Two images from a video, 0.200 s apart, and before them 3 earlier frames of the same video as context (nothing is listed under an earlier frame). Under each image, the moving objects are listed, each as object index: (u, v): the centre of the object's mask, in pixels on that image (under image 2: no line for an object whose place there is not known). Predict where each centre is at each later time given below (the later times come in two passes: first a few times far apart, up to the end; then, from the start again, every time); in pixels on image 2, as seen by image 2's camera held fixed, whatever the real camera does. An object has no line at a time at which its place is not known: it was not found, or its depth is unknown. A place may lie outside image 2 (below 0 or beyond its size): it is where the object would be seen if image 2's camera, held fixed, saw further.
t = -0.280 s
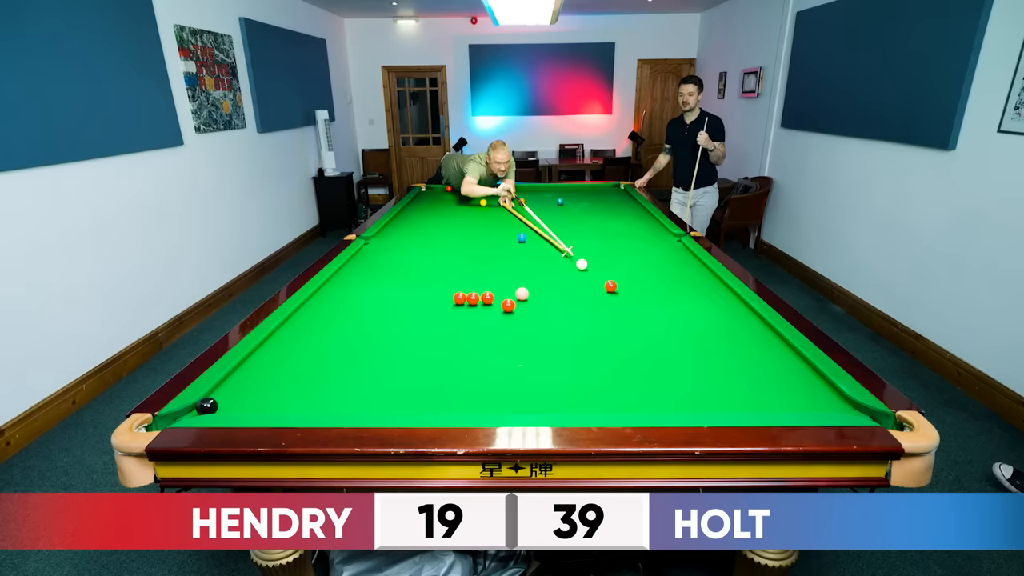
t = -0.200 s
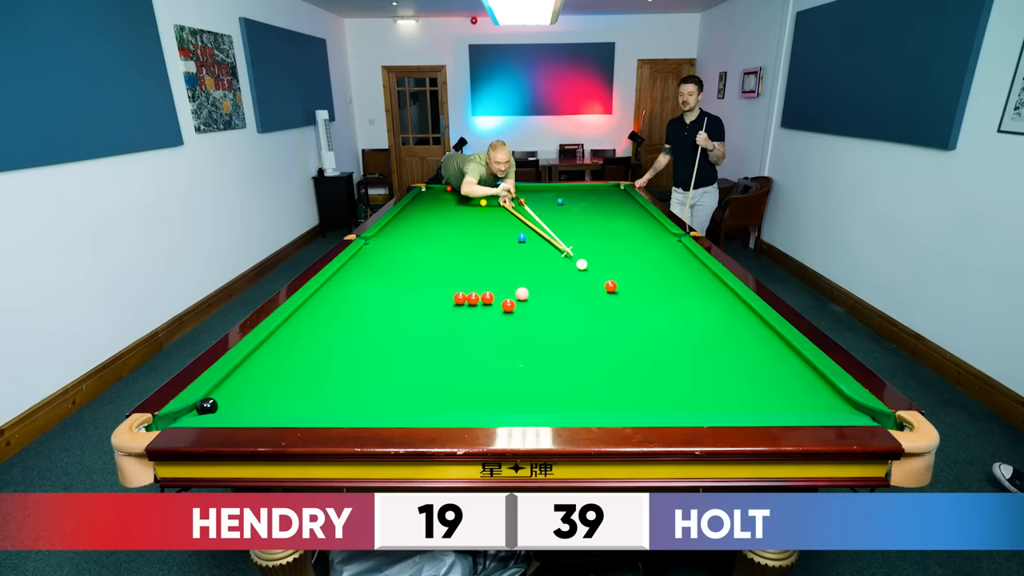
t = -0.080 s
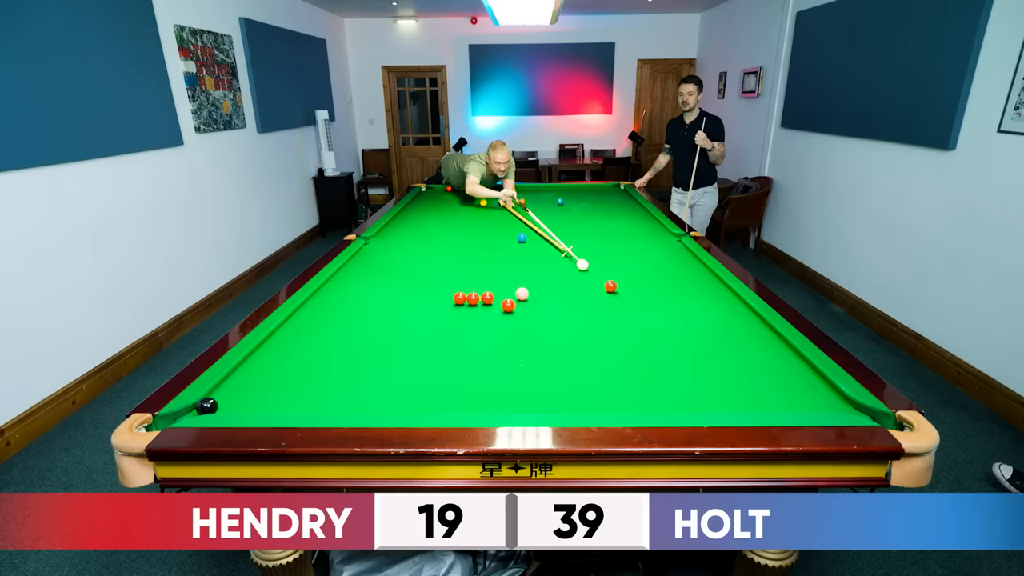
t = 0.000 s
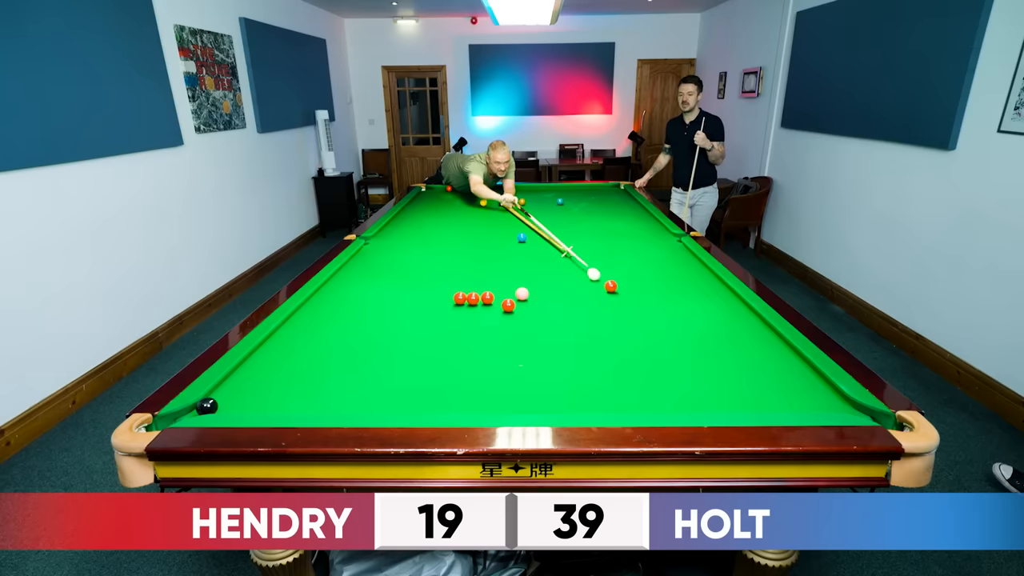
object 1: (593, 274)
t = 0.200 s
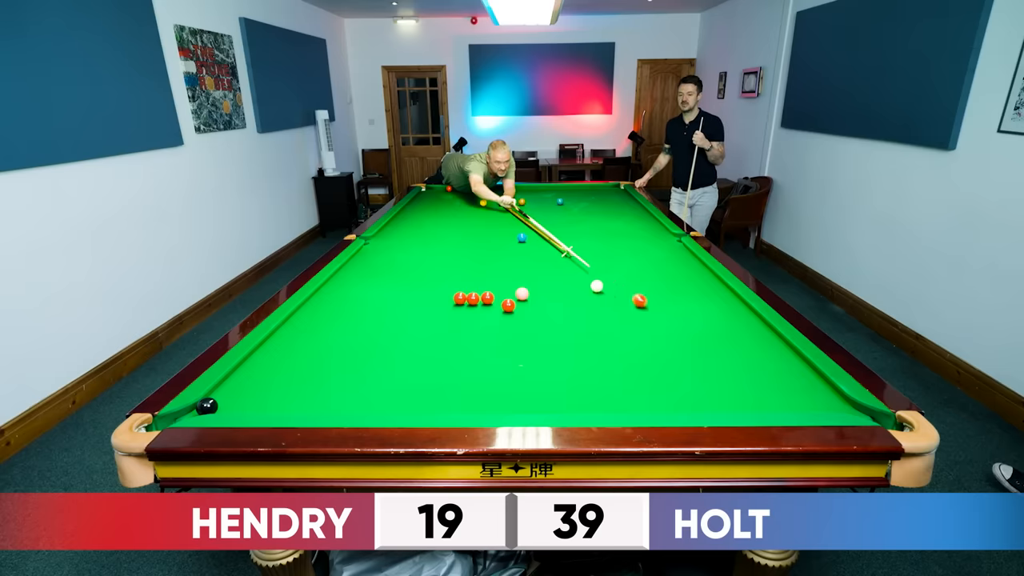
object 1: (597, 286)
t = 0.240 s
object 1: (595, 288)
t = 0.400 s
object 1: (593, 295)
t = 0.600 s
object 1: (589, 305)
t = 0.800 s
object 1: (585, 315)
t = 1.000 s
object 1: (581, 326)
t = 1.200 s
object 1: (576, 337)
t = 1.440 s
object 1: (571, 352)
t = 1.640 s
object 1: (566, 365)
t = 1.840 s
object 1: (560, 378)
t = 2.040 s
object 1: (555, 393)
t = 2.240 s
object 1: (549, 406)
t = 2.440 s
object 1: (542, 403)
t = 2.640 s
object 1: (537, 395)
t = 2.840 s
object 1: (532, 387)
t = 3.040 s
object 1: (528, 381)
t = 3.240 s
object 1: (524, 375)
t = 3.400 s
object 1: (522, 371)
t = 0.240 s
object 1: (595, 288)
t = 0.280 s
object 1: (595, 289)
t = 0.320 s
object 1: (594, 291)
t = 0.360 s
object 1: (593, 293)
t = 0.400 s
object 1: (593, 295)
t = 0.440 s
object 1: (592, 297)
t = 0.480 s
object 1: (591, 299)
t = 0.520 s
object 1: (590, 301)
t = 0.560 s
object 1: (590, 303)
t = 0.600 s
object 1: (589, 305)
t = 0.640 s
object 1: (588, 307)
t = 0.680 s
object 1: (587, 309)
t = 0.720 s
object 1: (587, 311)
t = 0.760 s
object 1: (586, 313)
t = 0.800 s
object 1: (585, 315)
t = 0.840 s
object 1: (584, 317)
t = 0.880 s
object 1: (583, 319)
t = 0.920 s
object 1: (583, 321)
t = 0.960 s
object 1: (582, 324)
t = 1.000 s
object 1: (581, 326)
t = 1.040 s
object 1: (580, 328)
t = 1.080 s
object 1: (579, 330)
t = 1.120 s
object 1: (578, 332)
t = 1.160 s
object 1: (577, 335)
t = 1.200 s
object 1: (576, 337)
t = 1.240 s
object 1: (575, 339)
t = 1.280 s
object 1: (574, 342)
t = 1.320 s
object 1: (574, 344)
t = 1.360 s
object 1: (573, 347)
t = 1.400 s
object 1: (572, 349)
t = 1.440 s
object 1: (571, 352)
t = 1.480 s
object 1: (570, 354)
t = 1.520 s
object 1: (569, 357)
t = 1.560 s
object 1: (568, 359)
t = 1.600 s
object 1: (567, 362)
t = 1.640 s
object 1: (566, 365)
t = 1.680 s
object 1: (565, 367)
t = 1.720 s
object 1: (564, 370)
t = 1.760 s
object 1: (563, 373)
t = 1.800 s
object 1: (562, 376)
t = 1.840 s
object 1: (560, 378)
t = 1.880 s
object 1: (559, 381)
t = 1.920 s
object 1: (558, 384)
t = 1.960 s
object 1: (557, 387)
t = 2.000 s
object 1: (556, 390)
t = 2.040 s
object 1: (555, 393)
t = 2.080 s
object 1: (554, 396)
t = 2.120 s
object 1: (552, 399)
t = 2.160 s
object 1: (551, 402)
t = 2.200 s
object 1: (550, 404)
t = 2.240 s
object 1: (549, 406)
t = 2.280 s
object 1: (547, 408)
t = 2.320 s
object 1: (546, 407)
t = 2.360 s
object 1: (545, 406)
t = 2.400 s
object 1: (544, 405)
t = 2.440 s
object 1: (542, 403)
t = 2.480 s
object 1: (541, 402)
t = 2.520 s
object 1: (540, 400)
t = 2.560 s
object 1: (539, 398)
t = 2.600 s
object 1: (538, 397)
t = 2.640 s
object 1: (537, 395)
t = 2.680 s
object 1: (536, 393)
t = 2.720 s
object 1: (535, 392)
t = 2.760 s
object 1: (534, 390)
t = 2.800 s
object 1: (533, 389)
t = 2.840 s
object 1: (532, 387)
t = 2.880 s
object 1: (531, 386)
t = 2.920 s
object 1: (530, 385)
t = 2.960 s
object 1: (529, 383)
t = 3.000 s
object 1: (529, 382)
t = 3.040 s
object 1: (528, 381)
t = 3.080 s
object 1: (527, 380)
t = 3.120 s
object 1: (526, 379)
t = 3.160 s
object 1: (525, 377)
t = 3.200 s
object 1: (525, 376)
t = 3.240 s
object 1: (524, 375)
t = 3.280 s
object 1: (523, 374)
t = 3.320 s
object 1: (523, 373)
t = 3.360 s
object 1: (522, 372)
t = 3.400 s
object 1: (522, 371)
